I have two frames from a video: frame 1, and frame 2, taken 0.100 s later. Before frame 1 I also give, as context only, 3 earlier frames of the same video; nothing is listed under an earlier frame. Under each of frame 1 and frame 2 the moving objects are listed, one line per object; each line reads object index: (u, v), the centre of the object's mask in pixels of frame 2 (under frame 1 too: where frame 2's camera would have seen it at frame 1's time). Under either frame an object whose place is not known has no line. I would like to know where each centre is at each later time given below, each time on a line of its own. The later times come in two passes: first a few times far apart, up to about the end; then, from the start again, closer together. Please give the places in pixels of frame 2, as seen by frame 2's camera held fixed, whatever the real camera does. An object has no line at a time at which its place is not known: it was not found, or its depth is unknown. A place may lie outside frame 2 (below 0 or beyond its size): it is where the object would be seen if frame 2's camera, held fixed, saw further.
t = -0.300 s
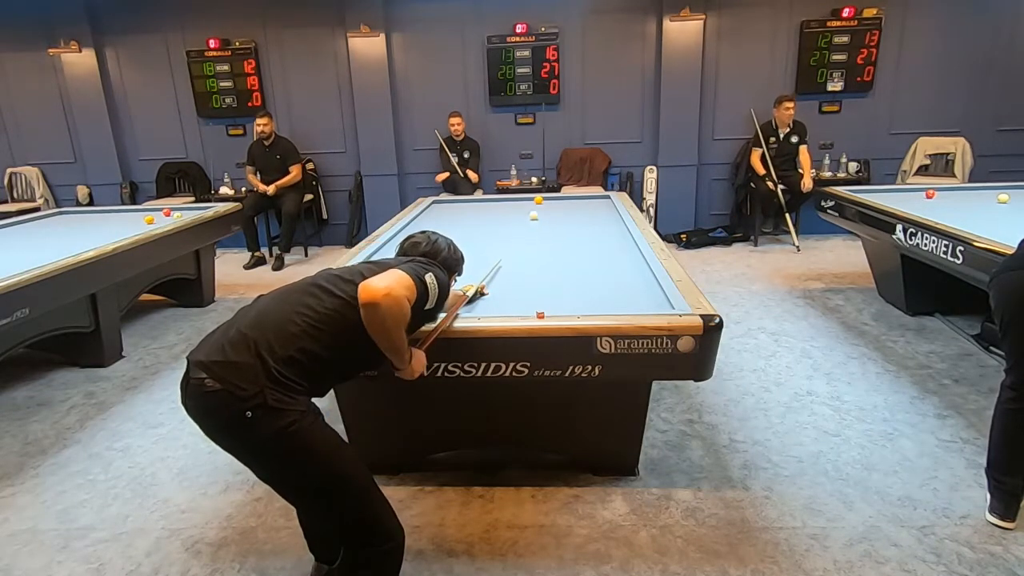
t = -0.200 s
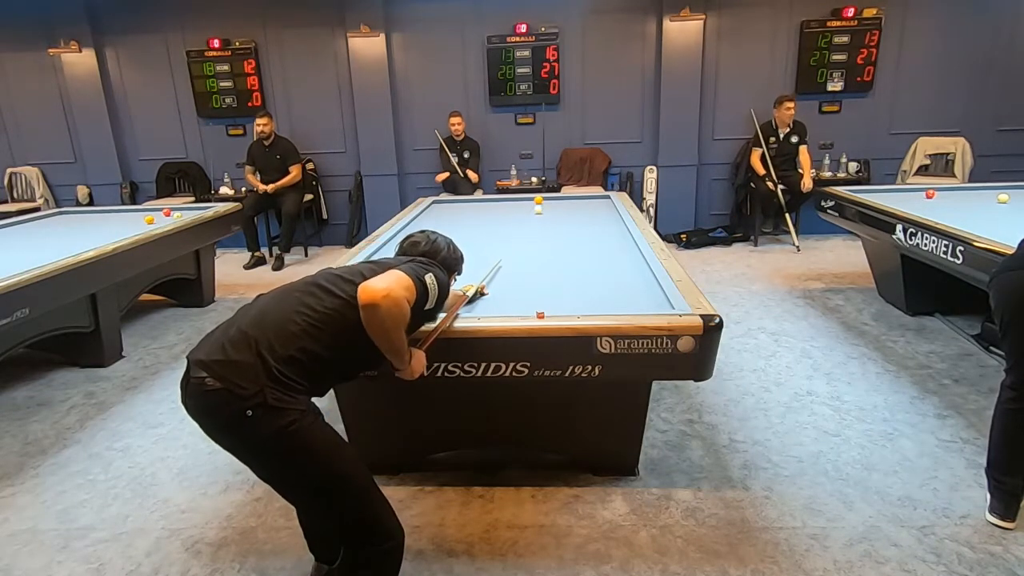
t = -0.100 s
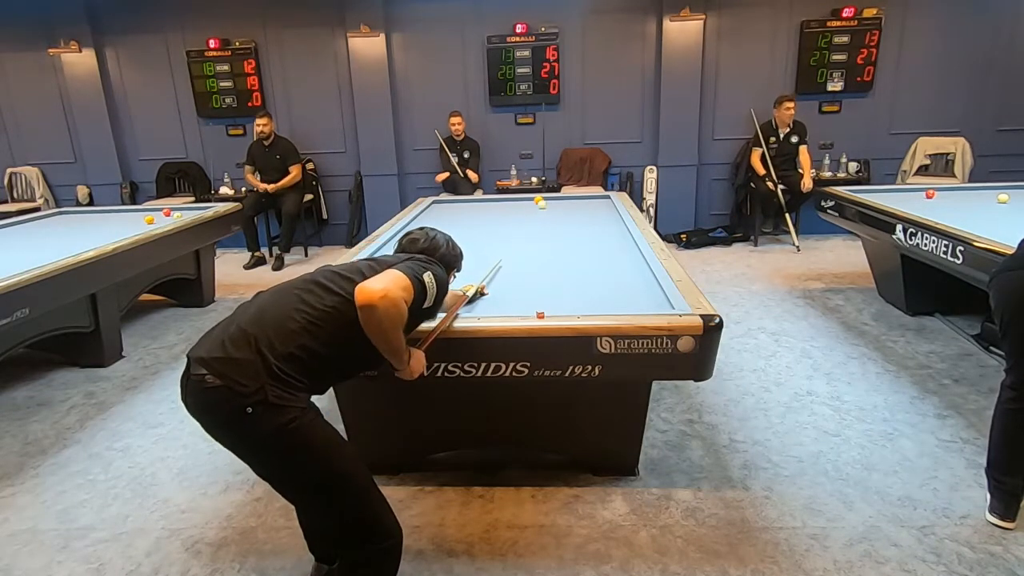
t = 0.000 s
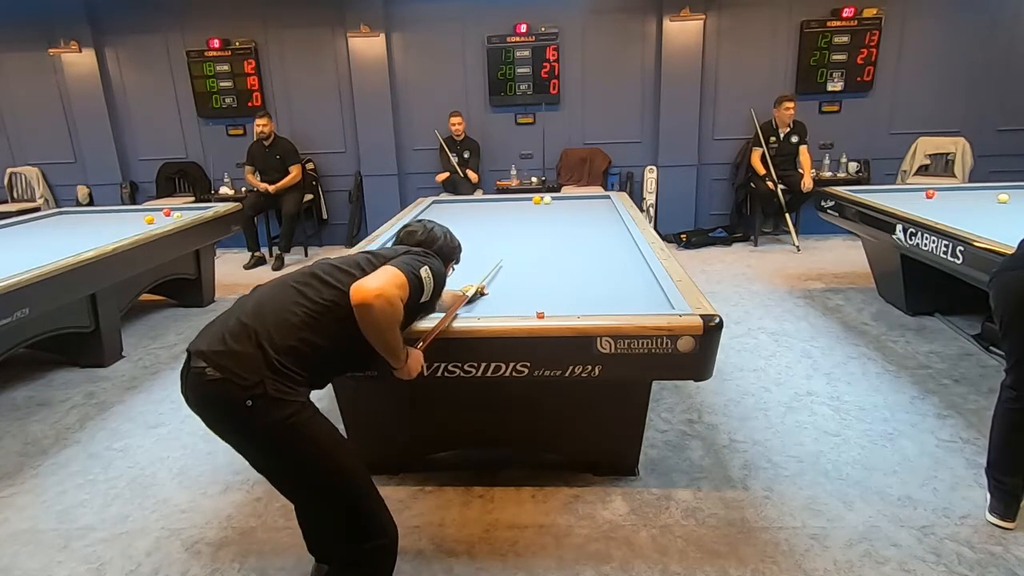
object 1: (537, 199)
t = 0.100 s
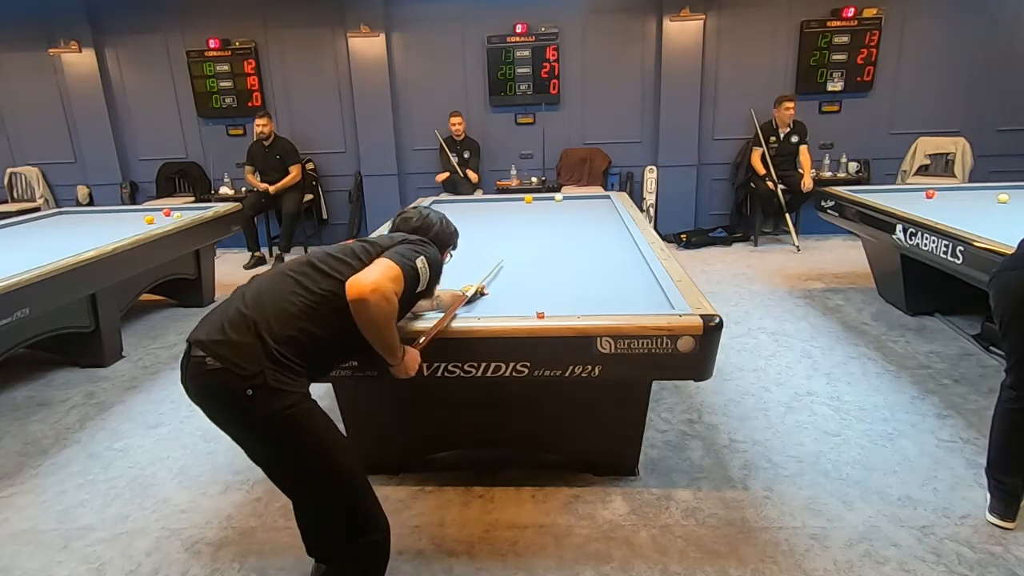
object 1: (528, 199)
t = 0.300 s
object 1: (516, 198)
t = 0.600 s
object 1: (501, 199)
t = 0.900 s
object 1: (486, 201)
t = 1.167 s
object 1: (473, 202)
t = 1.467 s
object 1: (458, 204)
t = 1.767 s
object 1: (444, 206)
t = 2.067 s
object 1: (431, 207)
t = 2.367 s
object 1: (433, 208)
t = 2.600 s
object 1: (438, 209)
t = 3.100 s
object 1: (447, 209)
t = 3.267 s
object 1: (450, 209)
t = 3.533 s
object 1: (454, 210)
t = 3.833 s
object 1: (459, 210)
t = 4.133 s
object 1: (463, 211)
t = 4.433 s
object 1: (466, 211)
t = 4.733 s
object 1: (470, 211)
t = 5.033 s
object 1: (472, 212)
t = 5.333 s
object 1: (476, 211)
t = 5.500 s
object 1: (475, 212)
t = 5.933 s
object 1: (480, 212)
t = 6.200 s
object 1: (480, 212)
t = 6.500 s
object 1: (480, 212)
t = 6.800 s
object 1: (481, 212)
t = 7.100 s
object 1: (481, 212)
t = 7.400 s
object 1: (481, 212)
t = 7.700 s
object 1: (481, 212)
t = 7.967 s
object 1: (481, 212)
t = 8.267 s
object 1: (481, 212)
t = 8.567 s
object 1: (481, 212)
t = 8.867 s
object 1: (481, 212)
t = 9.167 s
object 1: (481, 212)
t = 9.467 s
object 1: (481, 212)
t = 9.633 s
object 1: (481, 212)
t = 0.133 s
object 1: (526, 198)
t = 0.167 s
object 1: (524, 198)
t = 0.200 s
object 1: (522, 198)
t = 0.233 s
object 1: (520, 198)
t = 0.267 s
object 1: (518, 198)
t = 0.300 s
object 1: (516, 198)
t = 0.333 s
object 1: (514, 198)
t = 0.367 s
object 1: (513, 199)
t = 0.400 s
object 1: (511, 199)
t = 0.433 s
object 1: (510, 199)
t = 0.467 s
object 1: (508, 199)
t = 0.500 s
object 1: (506, 199)
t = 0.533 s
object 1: (504, 199)
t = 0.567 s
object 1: (503, 199)
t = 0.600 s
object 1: (501, 199)
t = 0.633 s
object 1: (499, 199)
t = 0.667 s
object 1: (498, 200)
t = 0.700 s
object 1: (496, 200)
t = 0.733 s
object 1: (494, 200)
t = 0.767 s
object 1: (493, 200)
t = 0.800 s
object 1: (491, 201)
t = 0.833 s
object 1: (489, 201)
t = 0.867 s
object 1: (488, 201)
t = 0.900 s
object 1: (486, 201)
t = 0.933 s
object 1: (485, 201)
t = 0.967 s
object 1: (482, 202)
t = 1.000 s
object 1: (481, 202)
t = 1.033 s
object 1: (479, 202)
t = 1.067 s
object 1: (478, 202)
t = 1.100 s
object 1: (476, 202)
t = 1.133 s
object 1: (474, 202)
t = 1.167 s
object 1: (473, 202)
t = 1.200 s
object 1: (471, 202)
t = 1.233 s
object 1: (470, 203)
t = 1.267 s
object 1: (468, 203)
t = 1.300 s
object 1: (466, 203)
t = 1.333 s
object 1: (465, 203)
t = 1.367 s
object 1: (463, 204)
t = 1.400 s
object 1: (462, 204)
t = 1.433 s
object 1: (460, 204)
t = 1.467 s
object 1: (458, 204)
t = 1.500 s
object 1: (457, 204)
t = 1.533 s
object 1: (455, 204)
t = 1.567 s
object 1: (453, 204)
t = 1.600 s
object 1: (452, 205)
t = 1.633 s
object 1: (451, 205)
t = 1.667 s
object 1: (449, 205)
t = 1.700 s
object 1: (447, 206)
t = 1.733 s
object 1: (445, 206)
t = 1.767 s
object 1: (444, 206)
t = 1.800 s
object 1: (442, 206)
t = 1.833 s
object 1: (441, 206)
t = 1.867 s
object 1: (439, 206)
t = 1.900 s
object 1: (438, 206)
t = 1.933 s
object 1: (436, 207)
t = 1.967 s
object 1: (434, 207)
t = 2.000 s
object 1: (433, 207)
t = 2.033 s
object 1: (432, 207)
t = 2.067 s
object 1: (431, 207)
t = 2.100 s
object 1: (429, 208)
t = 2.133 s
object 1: (429, 208)
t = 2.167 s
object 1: (429, 208)
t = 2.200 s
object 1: (430, 208)
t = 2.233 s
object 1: (430, 208)
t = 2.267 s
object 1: (431, 208)
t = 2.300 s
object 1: (431, 208)
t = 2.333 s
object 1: (432, 208)
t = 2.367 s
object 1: (433, 208)
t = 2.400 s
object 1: (434, 208)
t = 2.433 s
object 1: (434, 208)
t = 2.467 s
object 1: (434, 208)
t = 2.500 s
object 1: (435, 208)
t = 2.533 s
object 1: (436, 208)
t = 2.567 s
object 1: (437, 208)
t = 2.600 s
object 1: (438, 209)
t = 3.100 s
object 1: (447, 209)
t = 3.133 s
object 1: (447, 209)
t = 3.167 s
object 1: (448, 209)
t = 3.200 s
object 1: (449, 209)
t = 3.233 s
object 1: (449, 209)
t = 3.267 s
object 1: (450, 209)
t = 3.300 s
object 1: (450, 210)
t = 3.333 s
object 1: (451, 210)
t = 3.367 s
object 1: (451, 210)
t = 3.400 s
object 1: (452, 210)
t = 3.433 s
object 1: (452, 210)
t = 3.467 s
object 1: (453, 210)
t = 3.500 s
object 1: (453, 210)
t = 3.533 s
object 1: (454, 210)
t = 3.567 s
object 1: (455, 210)
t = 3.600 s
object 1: (455, 210)
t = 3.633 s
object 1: (455, 210)
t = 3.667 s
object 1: (456, 210)
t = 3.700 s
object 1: (456, 210)
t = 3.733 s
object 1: (457, 210)
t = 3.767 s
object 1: (457, 210)
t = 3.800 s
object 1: (458, 210)
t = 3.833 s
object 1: (459, 210)
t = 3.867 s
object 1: (459, 210)
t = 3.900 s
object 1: (460, 211)
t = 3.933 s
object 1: (460, 211)
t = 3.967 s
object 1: (460, 211)
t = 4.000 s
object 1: (461, 211)
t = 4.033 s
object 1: (461, 211)
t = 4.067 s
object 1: (461, 211)
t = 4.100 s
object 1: (462, 211)
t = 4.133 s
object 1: (463, 211)
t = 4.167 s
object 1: (463, 211)
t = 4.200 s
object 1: (463, 211)
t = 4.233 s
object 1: (464, 211)
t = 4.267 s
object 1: (464, 211)
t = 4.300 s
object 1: (465, 211)
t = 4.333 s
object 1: (465, 211)
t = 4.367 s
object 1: (466, 211)
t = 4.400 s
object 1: (466, 211)
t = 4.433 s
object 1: (466, 211)
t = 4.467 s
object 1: (467, 211)
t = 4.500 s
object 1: (467, 211)
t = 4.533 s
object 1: (467, 211)
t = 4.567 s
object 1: (468, 211)
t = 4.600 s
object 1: (468, 211)
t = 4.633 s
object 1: (469, 211)
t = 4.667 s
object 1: (469, 211)
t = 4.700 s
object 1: (470, 211)
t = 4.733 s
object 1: (470, 211)
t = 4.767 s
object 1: (470, 211)
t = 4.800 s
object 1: (470, 211)
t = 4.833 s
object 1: (470, 211)
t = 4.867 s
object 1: (471, 211)
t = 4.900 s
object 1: (471, 211)
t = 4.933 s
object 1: (471, 211)
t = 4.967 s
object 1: (472, 212)
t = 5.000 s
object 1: (472, 212)
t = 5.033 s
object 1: (472, 212)
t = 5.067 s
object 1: (472, 212)
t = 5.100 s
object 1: (473, 212)
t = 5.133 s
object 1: (473, 212)
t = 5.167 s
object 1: (474, 212)
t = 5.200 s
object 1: (474, 212)
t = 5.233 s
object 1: (474, 212)
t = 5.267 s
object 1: (474, 212)
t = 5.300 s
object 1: (474, 212)
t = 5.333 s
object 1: (476, 211)
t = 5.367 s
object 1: (475, 212)
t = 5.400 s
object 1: (475, 212)
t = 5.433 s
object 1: (475, 212)
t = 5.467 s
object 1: (475, 212)
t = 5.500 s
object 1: (475, 212)
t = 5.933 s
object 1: (480, 212)
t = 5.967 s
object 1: (479, 212)
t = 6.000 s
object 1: (479, 212)
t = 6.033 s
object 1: (479, 212)
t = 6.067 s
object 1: (479, 212)
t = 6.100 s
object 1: (479, 212)
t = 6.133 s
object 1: (479, 212)
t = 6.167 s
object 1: (479, 212)
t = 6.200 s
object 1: (480, 212)
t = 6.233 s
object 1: (480, 212)
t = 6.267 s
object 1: (480, 212)
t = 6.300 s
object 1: (480, 212)
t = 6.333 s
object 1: (480, 212)
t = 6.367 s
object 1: (480, 212)
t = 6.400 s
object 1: (480, 212)
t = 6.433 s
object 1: (480, 212)
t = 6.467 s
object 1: (480, 212)
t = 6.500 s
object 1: (480, 212)
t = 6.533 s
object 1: (480, 212)
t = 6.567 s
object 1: (480, 212)
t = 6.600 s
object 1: (481, 212)
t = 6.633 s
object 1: (481, 212)
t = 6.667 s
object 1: (481, 212)
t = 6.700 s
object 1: (481, 212)
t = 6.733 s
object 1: (481, 212)
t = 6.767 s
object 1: (481, 212)
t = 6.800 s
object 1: (481, 212)
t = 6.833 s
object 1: (481, 212)
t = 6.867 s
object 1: (481, 212)
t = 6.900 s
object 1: (481, 212)
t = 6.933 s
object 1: (481, 212)
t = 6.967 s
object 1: (481, 212)
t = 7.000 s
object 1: (481, 212)
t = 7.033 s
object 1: (481, 212)
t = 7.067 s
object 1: (481, 212)
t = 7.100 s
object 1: (481, 212)
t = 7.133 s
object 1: (481, 212)
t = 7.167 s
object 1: (481, 212)
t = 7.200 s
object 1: (481, 212)
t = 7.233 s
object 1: (481, 212)
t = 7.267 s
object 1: (481, 212)
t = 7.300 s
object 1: (481, 212)
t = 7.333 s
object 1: (481, 212)
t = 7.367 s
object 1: (481, 212)
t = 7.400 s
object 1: (481, 212)
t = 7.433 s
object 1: (481, 212)
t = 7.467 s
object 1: (481, 212)
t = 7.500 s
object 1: (481, 212)
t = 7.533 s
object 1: (481, 212)
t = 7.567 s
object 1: (481, 212)
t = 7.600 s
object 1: (481, 212)
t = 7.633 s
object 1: (481, 212)
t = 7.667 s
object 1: (481, 212)
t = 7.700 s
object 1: (481, 212)
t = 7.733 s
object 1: (481, 212)
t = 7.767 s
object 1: (481, 212)
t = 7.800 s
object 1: (481, 212)
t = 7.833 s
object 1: (481, 212)
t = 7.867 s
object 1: (481, 212)
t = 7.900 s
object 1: (481, 212)
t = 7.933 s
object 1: (481, 212)
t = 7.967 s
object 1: (481, 212)
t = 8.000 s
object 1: (481, 212)
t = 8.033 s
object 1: (481, 212)
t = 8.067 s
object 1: (481, 212)
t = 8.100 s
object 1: (481, 212)
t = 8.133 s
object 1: (481, 212)
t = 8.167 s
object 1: (481, 212)
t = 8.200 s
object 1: (481, 212)
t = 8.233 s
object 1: (481, 212)
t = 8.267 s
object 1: (481, 212)
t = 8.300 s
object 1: (481, 212)
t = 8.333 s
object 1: (481, 212)
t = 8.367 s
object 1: (481, 212)
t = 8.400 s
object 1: (481, 212)
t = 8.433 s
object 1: (481, 212)
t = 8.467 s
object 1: (481, 212)
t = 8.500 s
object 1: (481, 212)
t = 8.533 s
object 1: (481, 212)
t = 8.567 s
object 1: (481, 212)
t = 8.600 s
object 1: (481, 212)
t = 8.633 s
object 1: (481, 212)
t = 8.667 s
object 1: (481, 212)
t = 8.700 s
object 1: (481, 212)
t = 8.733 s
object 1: (481, 212)
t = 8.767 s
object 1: (481, 212)
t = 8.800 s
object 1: (481, 212)
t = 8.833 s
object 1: (481, 212)
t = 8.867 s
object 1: (481, 212)
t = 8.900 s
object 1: (481, 212)
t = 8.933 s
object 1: (481, 212)
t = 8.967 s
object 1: (481, 212)
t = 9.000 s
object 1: (481, 212)
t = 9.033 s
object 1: (481, 212)
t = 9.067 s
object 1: (481, 212)
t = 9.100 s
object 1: (481, 212)
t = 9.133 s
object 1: (481, 212)
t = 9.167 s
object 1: (481, 212)
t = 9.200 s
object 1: (481, 212)
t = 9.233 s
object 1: (481, 212)
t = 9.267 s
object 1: (481, 212)
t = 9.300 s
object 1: (481, 212)
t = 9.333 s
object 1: (481, 212)
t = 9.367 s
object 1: (481, 212)
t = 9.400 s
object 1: (481, 212)
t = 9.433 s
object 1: (481, 212)
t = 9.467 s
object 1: (481, 212)
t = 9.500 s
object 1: (481, 212)
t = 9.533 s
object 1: (481, 212)
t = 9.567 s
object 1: (481, 212)
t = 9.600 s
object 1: (481, 212)
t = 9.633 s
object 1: (481, 212)
